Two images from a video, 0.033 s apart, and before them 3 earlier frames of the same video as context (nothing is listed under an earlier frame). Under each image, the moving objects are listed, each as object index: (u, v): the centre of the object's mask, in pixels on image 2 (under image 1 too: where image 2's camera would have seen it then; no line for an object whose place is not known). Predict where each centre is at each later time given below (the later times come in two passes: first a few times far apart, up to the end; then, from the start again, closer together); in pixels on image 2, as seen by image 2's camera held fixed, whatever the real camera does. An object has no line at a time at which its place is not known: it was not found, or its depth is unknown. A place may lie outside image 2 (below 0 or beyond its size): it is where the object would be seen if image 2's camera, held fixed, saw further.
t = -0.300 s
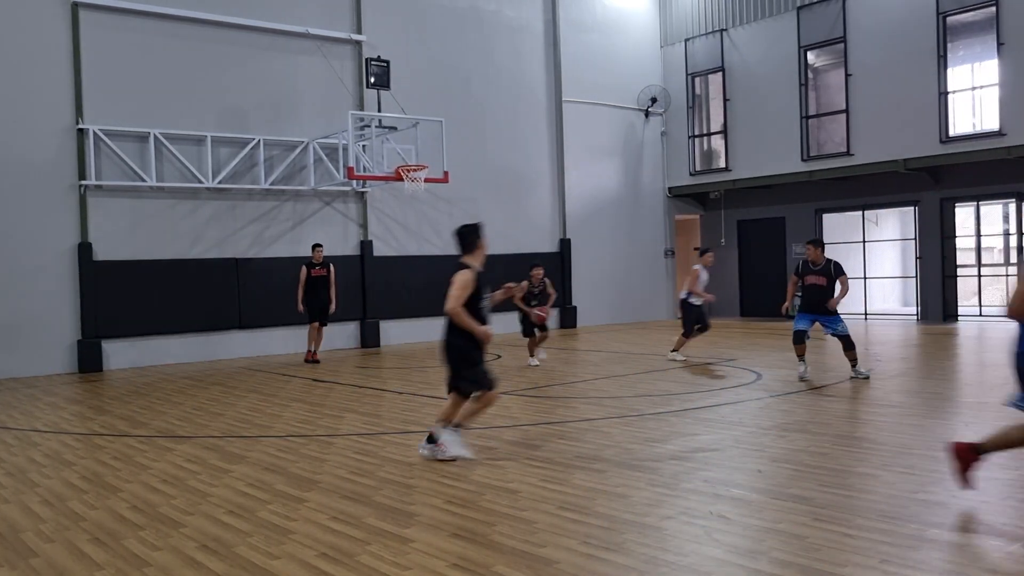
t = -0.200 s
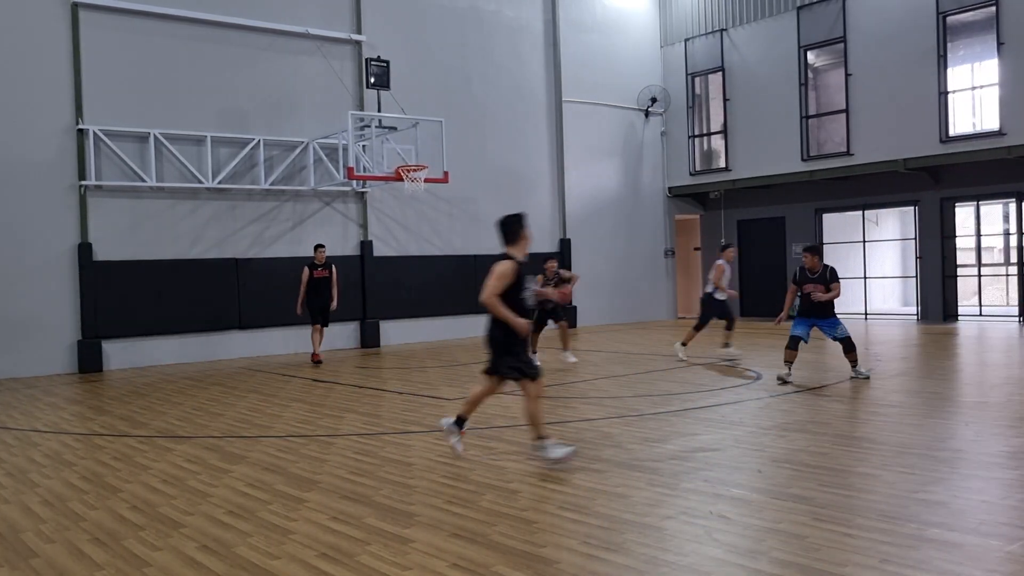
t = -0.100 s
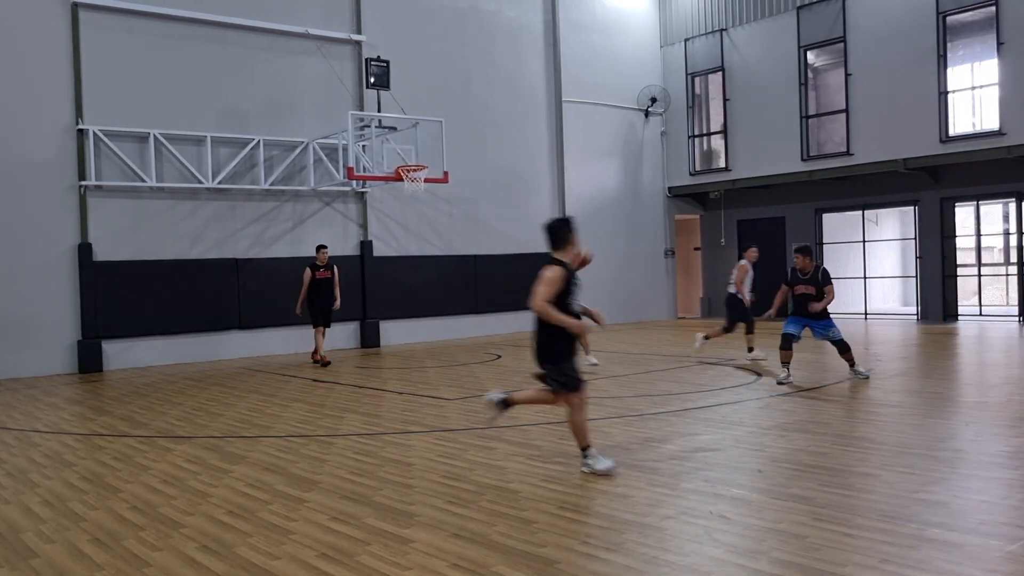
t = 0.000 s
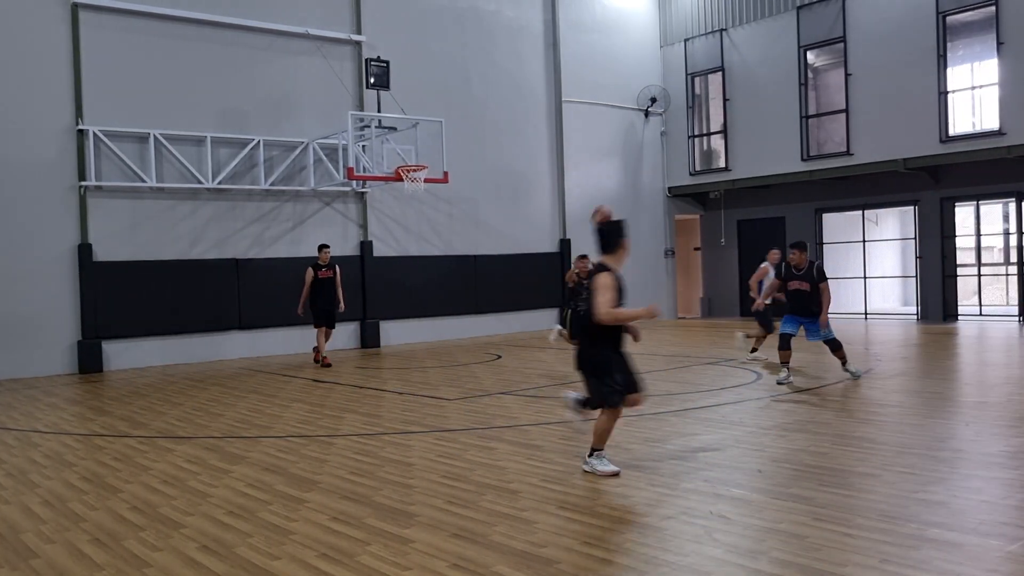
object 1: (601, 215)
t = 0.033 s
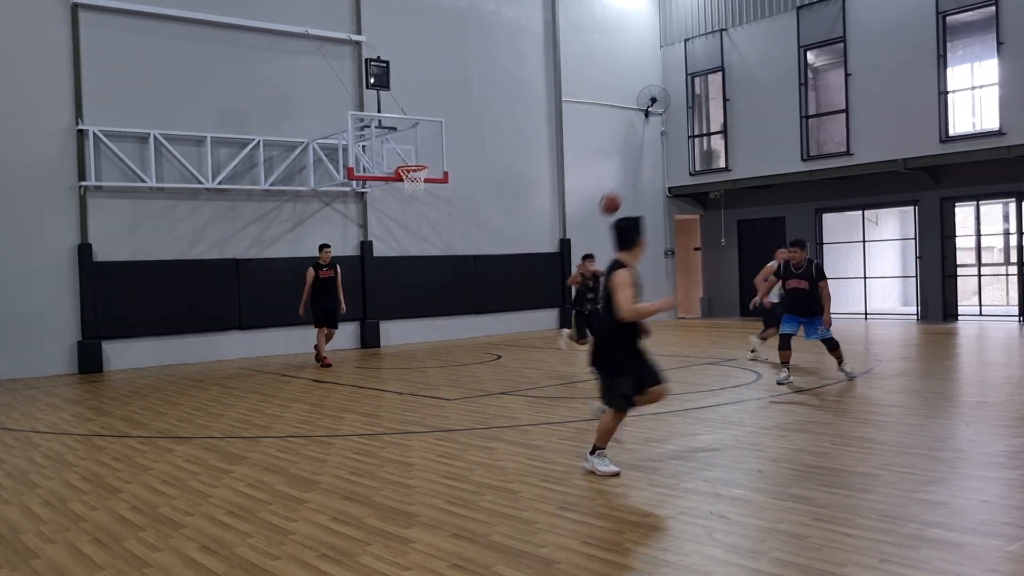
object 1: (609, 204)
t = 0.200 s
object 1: (662, 134)
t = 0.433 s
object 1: (774, 41)
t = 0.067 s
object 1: (619, 190)
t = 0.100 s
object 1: (628, 176)
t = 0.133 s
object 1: (638, 163)
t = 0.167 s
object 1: (650, 148)
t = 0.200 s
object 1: (662, 134)
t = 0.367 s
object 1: (736, 67)
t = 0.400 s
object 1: (754, 53)
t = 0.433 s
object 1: (774, 41)
